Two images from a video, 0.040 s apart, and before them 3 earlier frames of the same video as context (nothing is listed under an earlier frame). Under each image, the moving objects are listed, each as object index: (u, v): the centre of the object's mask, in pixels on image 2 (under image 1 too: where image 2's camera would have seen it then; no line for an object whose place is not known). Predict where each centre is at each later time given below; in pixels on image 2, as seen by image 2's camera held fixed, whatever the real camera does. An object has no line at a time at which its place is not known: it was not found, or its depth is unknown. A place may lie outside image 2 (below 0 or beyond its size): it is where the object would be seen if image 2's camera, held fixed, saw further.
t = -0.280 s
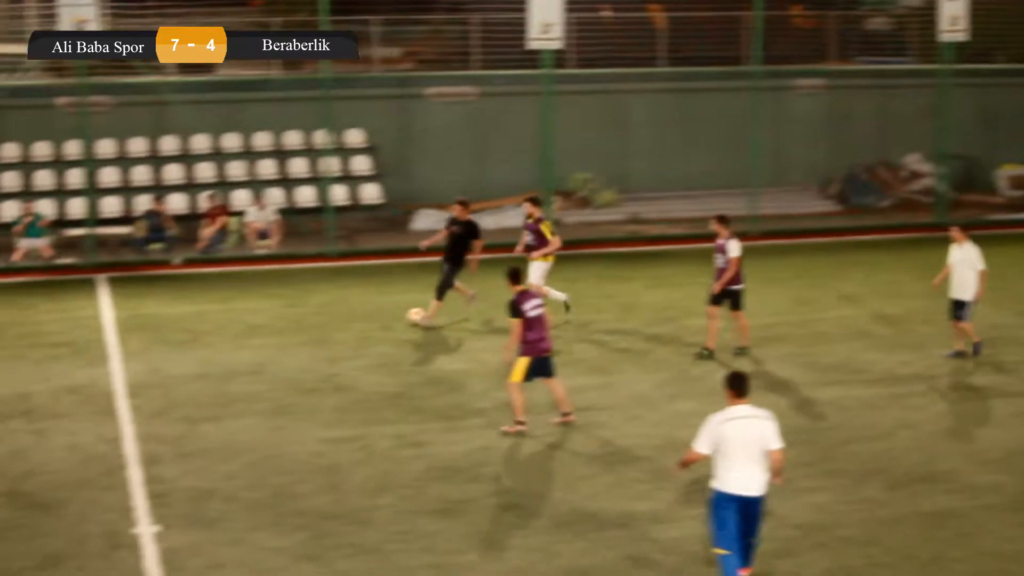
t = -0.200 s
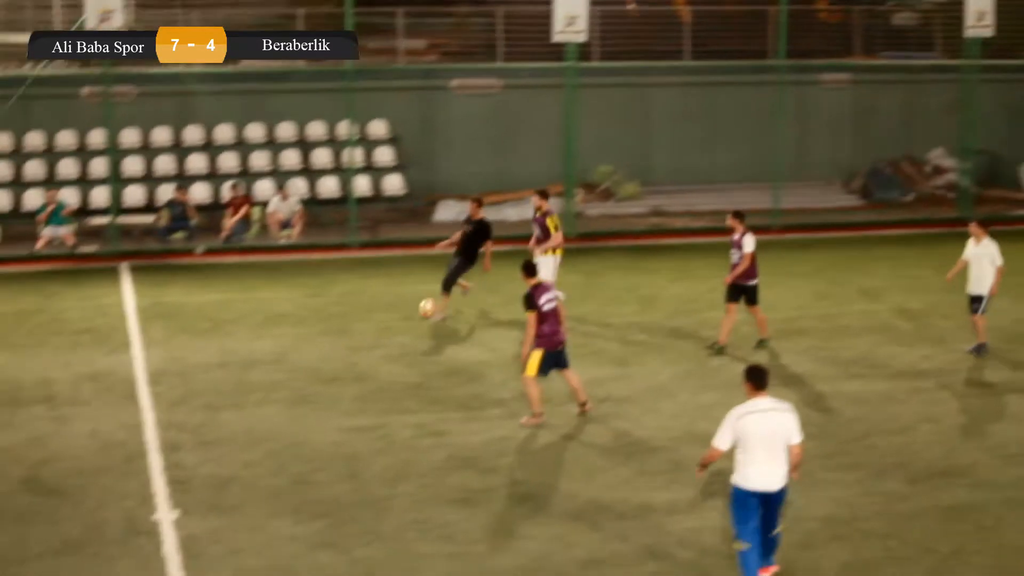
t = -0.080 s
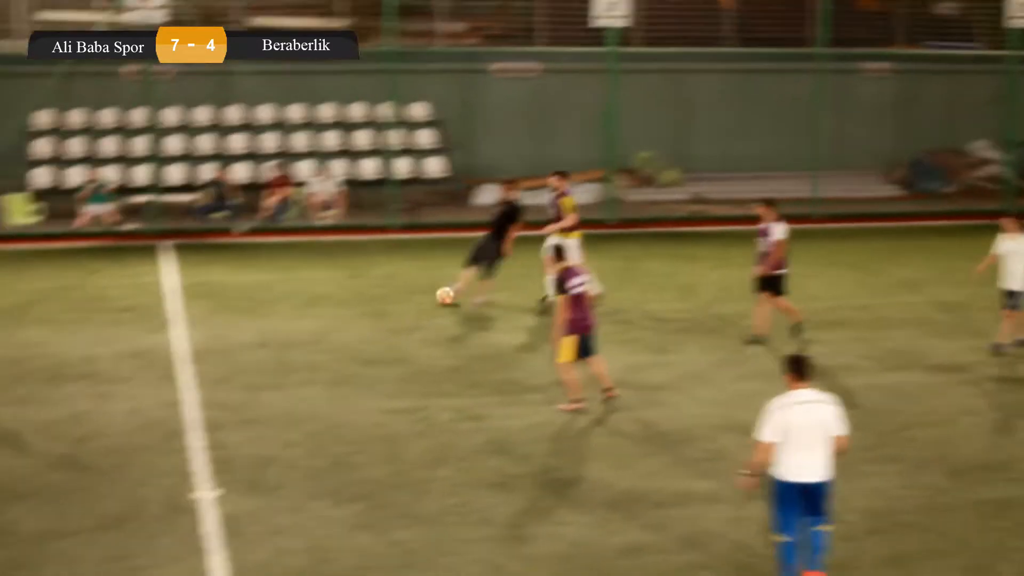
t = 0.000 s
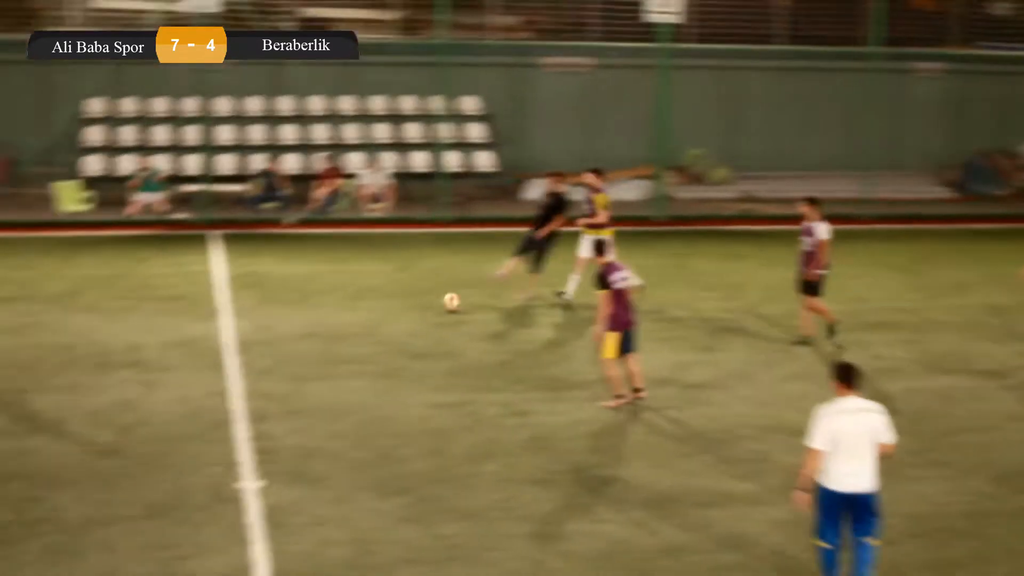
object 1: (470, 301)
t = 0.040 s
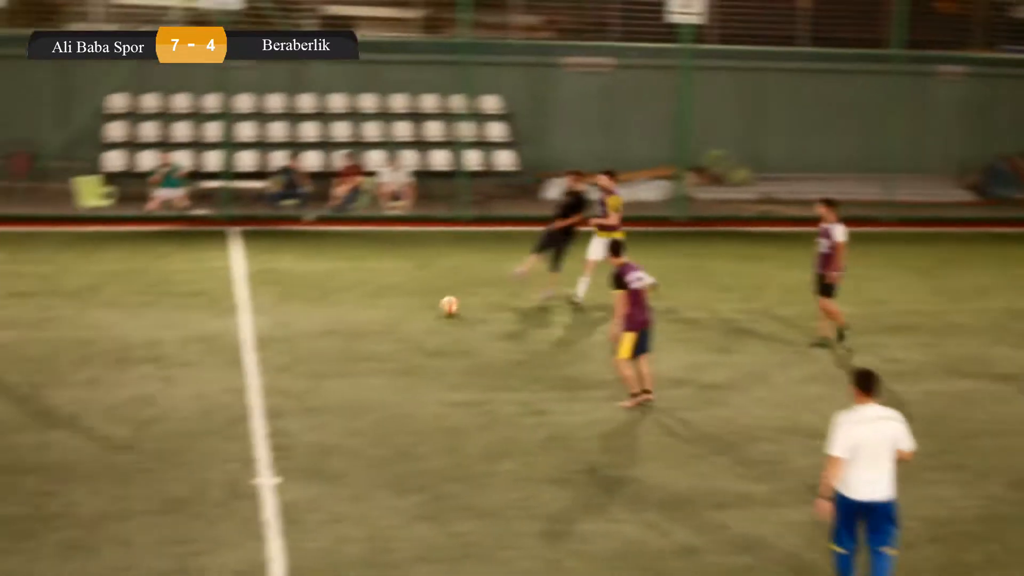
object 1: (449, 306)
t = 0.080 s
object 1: (428, 312)
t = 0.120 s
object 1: (409, 318)
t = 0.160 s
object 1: (389, 322)
